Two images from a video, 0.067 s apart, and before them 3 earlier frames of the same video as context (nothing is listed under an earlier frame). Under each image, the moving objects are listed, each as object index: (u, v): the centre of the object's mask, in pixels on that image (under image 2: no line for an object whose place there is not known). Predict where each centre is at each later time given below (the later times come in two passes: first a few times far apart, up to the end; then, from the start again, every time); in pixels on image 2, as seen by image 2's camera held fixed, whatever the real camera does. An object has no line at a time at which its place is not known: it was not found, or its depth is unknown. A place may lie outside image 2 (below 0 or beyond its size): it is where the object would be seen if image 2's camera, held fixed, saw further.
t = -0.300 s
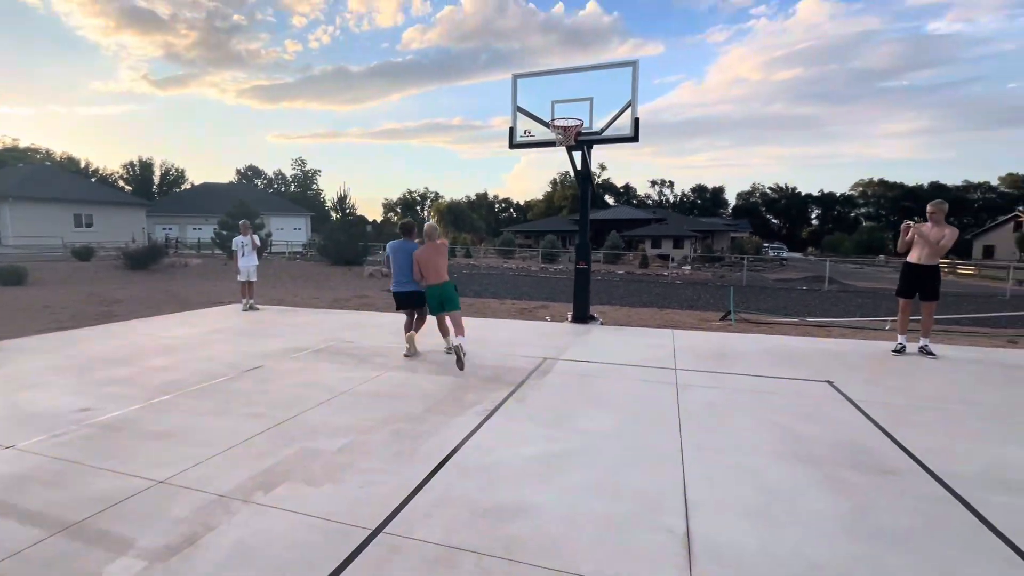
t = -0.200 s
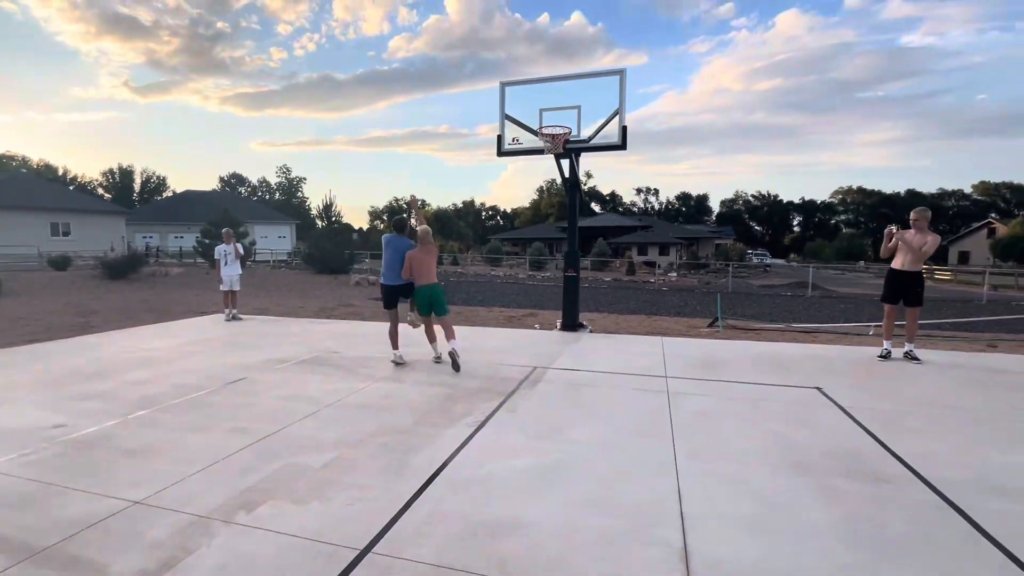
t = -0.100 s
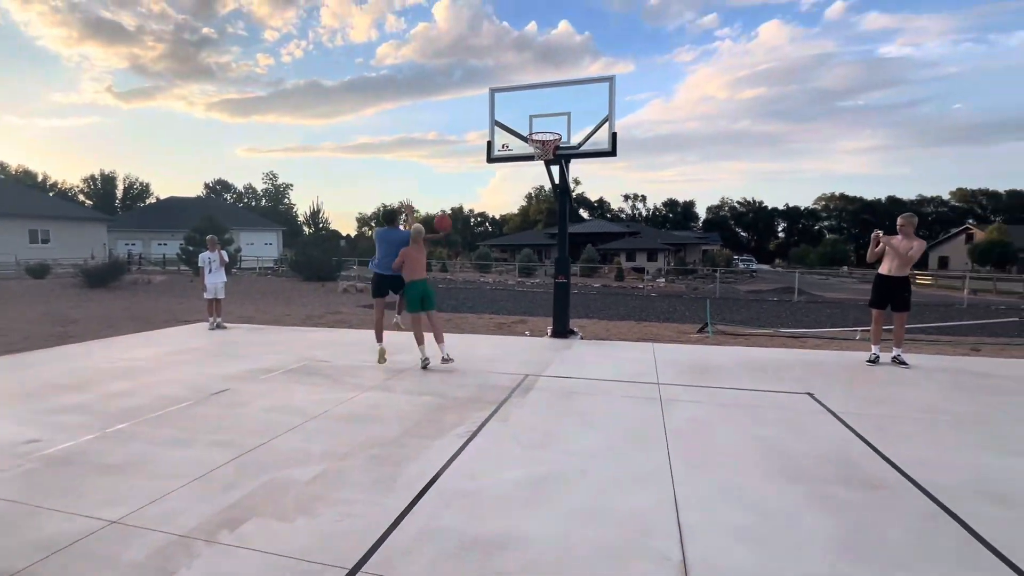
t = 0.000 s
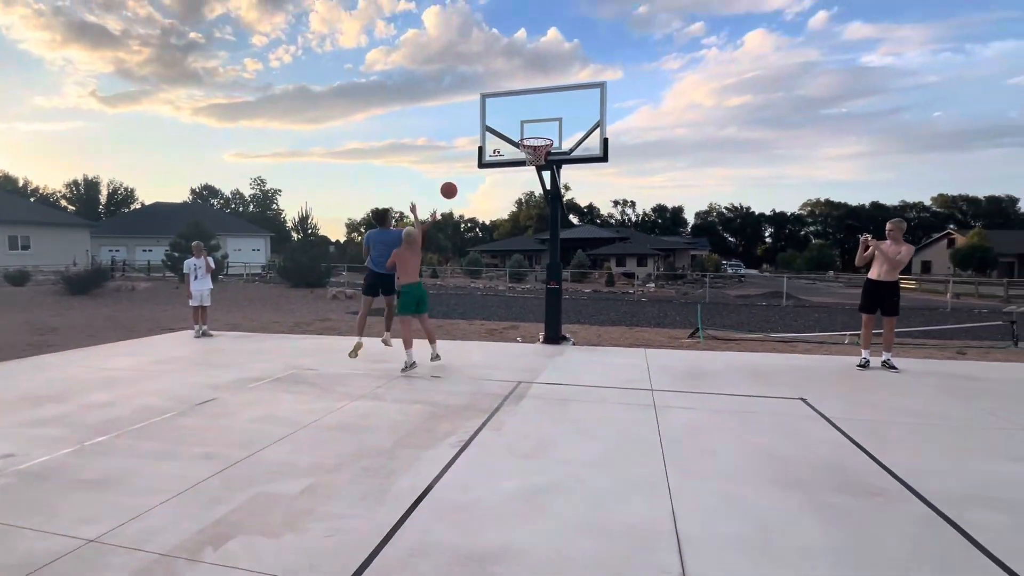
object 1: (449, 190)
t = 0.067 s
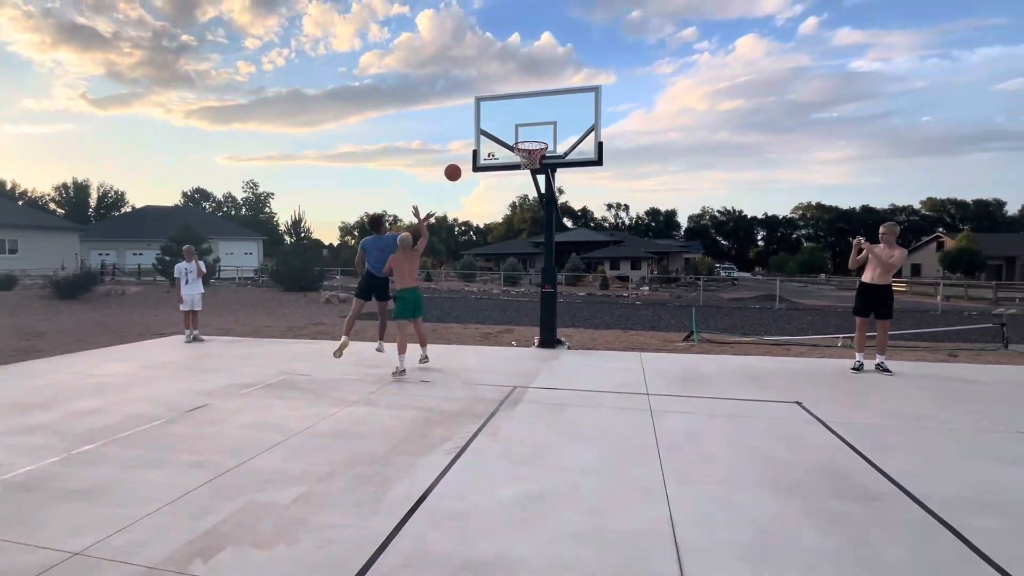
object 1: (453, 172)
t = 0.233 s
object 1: (477, 135)
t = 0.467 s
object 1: (510, 116)
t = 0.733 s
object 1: (539, 133)
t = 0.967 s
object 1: (543, 125)
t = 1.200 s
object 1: (542, 137)
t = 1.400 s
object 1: (541, 183)
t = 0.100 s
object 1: (457, 163)
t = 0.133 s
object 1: (462, 155)
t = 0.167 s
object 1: (467, 147)
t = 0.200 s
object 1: (472, 141)
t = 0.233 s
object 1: (477, 135)
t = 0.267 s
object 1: (481, 130)
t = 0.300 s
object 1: (486, 125)
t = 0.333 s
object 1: (491, 122)
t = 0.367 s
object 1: (496, 119)
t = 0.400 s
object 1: (500, 117)
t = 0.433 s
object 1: (505, 116)
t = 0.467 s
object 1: (510, 116)
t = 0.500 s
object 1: (514, 116)
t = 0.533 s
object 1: (519, 118)
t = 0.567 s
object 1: (524, 120)
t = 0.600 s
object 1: (528, 123)
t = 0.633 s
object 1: (532, 126)
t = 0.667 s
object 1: (535, 128)
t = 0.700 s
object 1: (537, 130)
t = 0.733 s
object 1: (539, 133)
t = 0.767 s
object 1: (542, 137)
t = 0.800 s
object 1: (544, 140)
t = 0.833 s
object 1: (544, 136)
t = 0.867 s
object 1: (543, 132)
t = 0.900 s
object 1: (543, 129)
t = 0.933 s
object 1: (543, 127)
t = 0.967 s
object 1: (543, 125)
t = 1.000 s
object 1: (543, 124)
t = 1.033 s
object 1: (543, 124)
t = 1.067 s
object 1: (543, 125)
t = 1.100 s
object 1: (543, 127)
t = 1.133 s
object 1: (542, 129)
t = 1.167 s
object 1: (542, 133)
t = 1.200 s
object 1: (542, 137)
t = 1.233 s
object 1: (542, 142)
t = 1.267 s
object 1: (542, 149)
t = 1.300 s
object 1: (542, 156)
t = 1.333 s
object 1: (542, 165)
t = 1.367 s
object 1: (541, 173)
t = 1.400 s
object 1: (541, 183)
